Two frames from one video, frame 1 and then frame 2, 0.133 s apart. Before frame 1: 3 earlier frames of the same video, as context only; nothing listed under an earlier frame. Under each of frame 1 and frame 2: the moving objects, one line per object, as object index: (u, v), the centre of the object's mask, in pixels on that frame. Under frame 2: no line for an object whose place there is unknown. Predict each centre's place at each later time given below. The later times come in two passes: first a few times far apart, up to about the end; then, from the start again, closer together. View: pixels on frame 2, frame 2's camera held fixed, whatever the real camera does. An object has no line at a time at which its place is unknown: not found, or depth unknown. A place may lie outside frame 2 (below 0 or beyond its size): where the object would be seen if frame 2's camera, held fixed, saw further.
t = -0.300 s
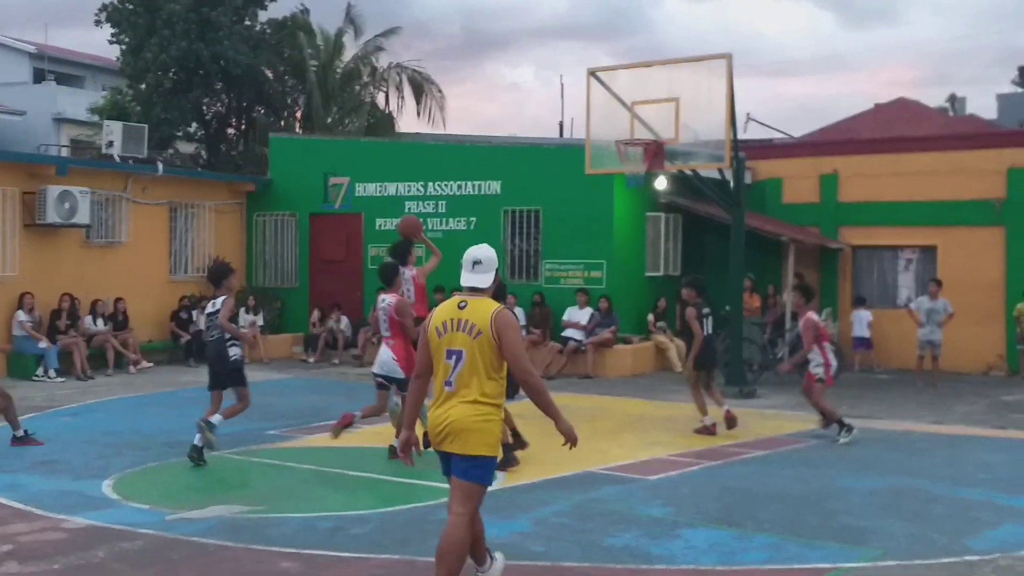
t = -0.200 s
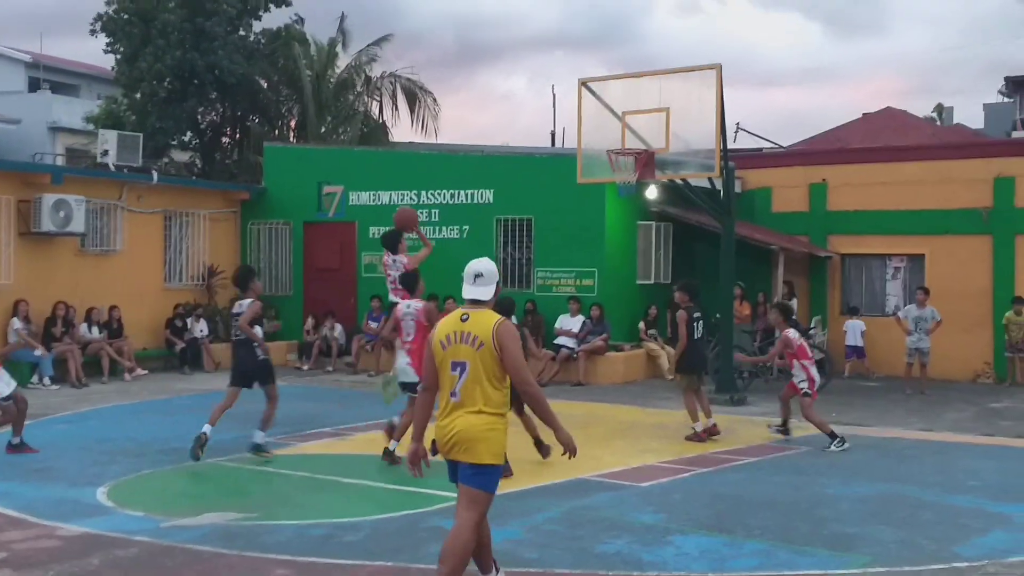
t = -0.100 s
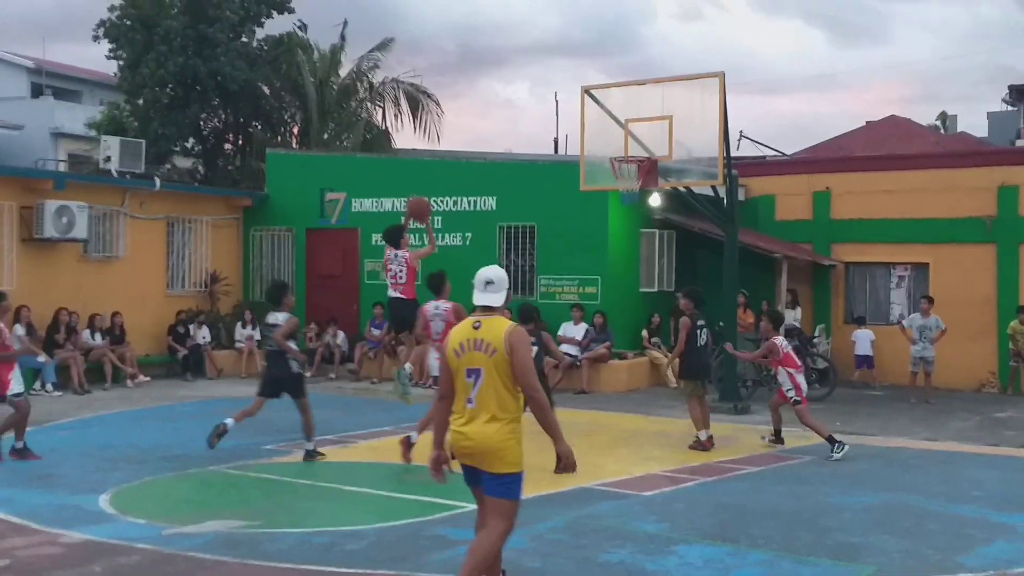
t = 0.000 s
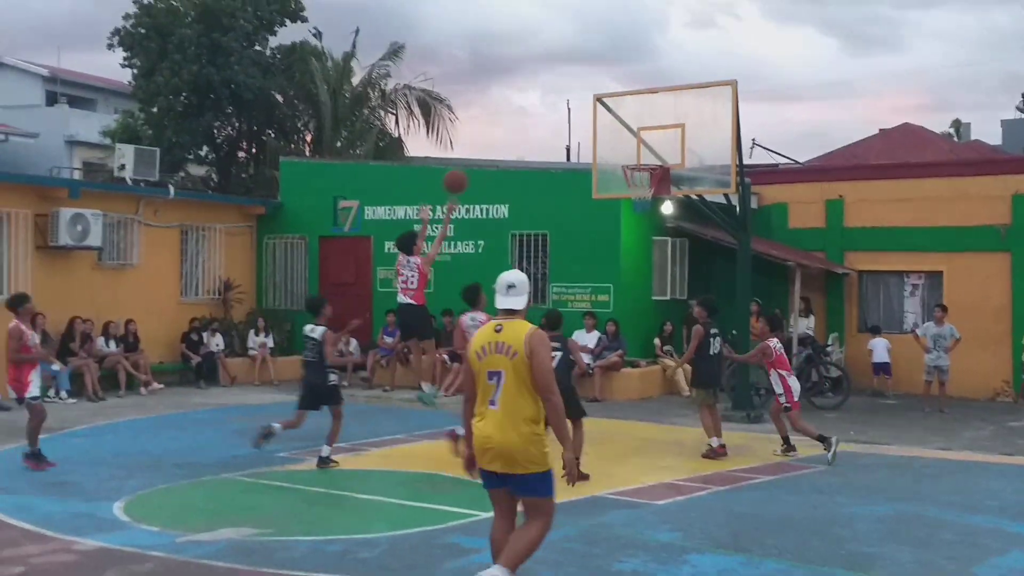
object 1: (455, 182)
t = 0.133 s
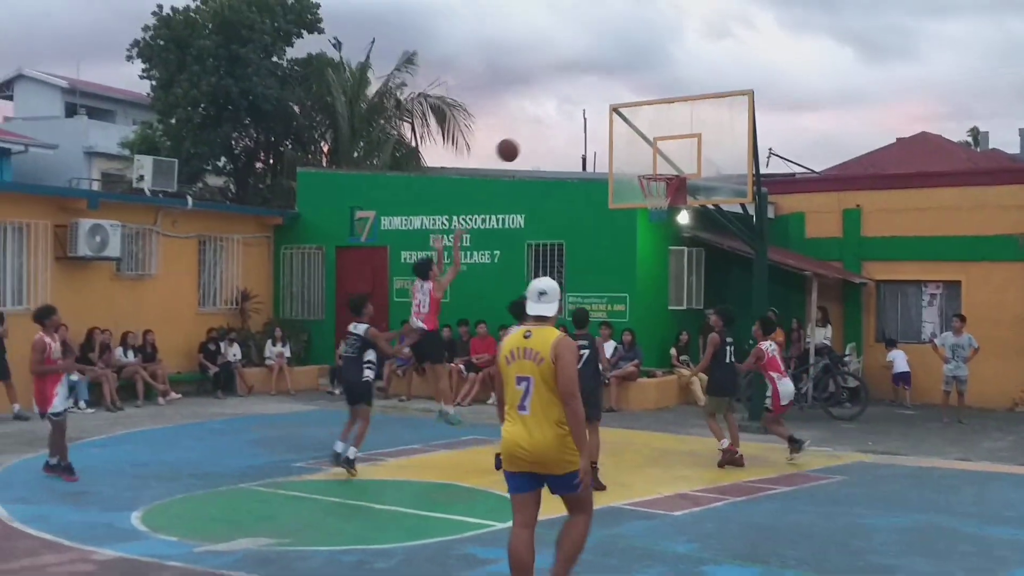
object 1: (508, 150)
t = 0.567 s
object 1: (615, 141)
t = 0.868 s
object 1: (622, 151)
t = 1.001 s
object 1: (608, 156)
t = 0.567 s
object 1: (615, 141)
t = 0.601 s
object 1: (622, 147)
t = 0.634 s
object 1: (630, 154)
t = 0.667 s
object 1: (637, 162)
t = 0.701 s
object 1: (641, 165)
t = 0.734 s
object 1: (637, 161)
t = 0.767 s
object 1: (634, 157)
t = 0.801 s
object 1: (630, 154)
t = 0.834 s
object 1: (626, 152)
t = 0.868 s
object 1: (622, 151)
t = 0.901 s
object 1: (619, 150)
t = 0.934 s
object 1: (615, 151)
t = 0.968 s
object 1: (612, 153)
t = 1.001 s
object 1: (608, 156)
